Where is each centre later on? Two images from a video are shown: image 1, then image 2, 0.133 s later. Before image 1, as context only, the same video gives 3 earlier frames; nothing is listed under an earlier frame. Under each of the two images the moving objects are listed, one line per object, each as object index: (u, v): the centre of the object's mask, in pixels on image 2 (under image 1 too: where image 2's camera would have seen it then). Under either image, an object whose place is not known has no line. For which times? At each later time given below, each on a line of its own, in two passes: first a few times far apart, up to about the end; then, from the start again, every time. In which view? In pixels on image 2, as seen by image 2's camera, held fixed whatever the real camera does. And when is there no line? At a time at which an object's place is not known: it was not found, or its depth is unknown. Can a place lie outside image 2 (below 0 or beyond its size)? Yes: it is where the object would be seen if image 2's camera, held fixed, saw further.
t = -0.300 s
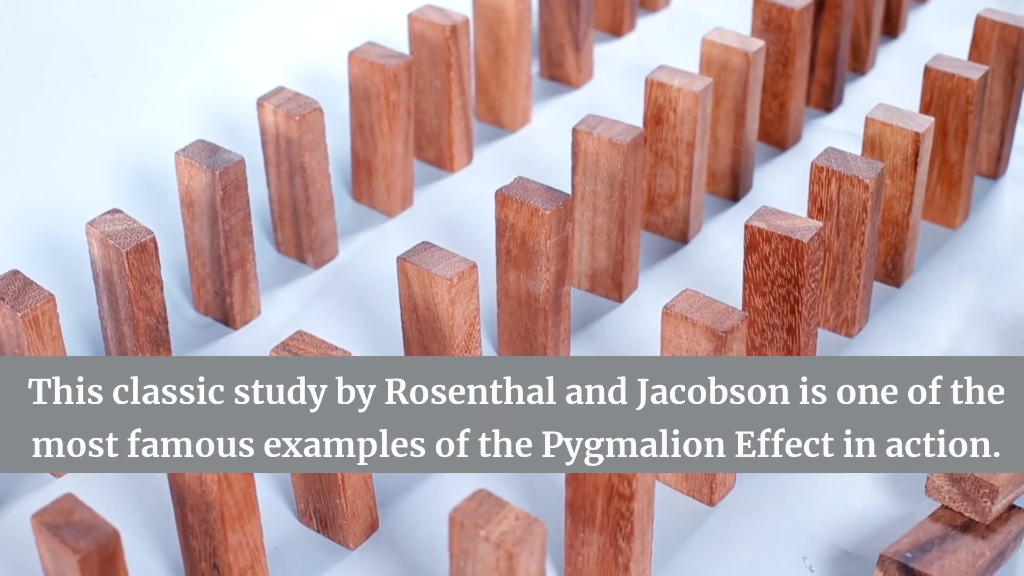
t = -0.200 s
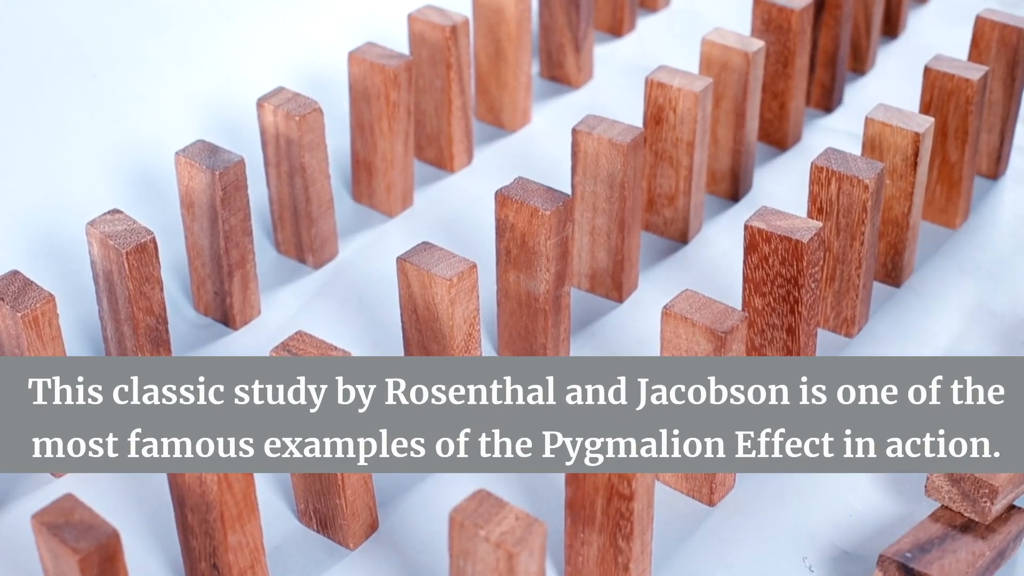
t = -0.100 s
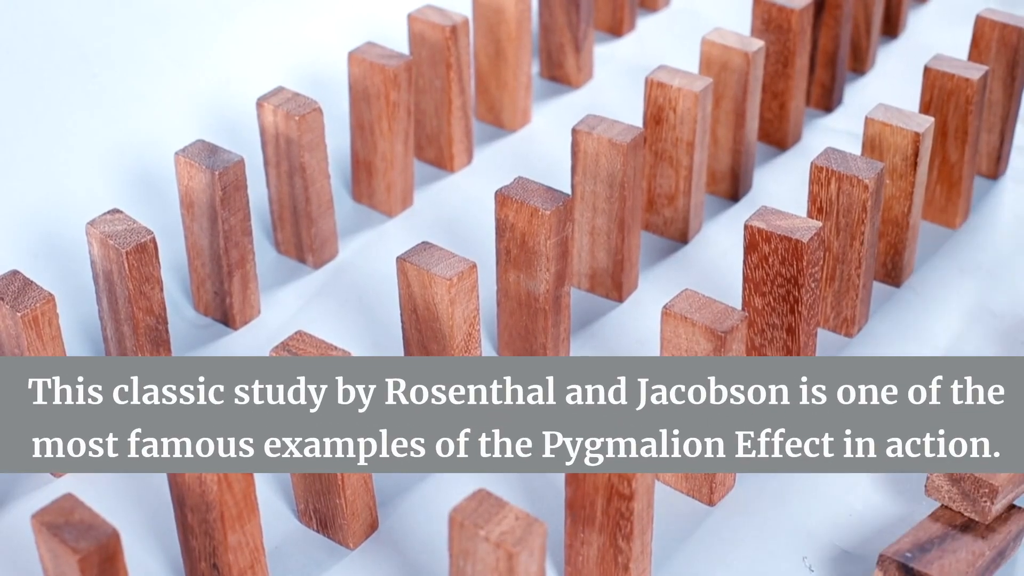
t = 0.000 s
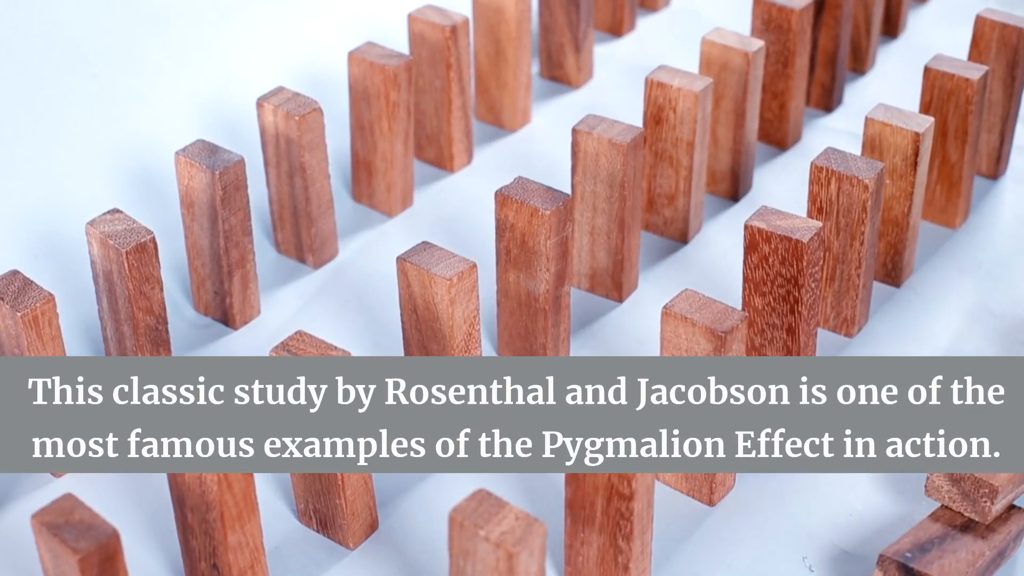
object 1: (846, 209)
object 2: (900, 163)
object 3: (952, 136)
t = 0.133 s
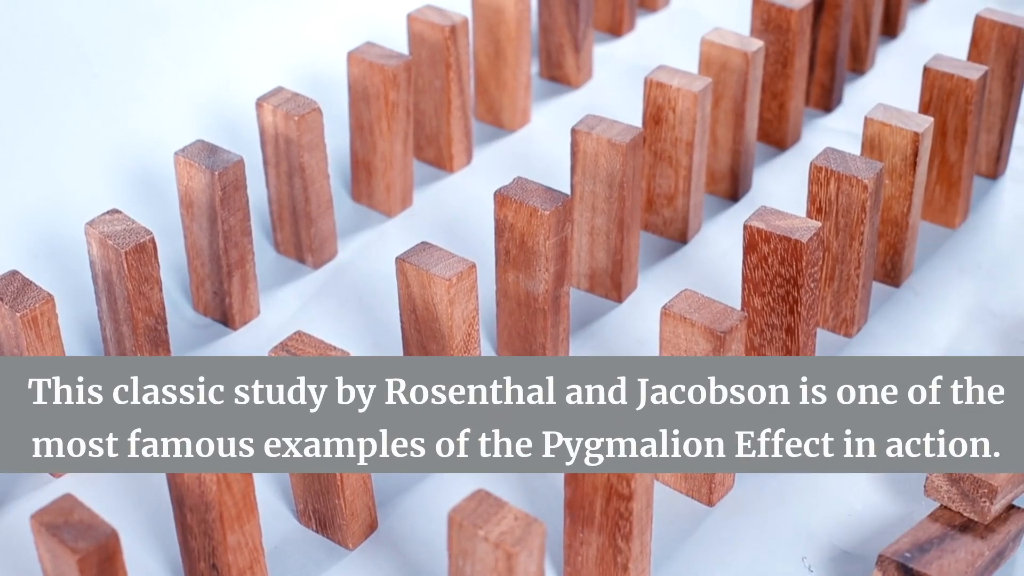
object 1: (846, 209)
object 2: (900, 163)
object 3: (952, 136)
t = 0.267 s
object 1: (846, 204)
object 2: (900, 160)
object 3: (952, 136)
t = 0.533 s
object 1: (846, 203)
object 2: (900, 159)
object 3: (952, 136)
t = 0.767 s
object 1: (879, 203)
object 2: (921, 142)
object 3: (956, 134)
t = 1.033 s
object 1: (891, 217)
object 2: (944, 188)
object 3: (996, 123)
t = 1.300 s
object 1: (891, 217)
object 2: (943, 188)
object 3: (995, 123)
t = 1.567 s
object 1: (891, 216)
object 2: (943, 187)
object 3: (996, 122)
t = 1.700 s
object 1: (892, 217)
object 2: (944, 188)
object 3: (996, 123)
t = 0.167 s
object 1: (846, 210)
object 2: (900, 160)
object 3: (952, 136)
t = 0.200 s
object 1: (846, 204)
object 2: (899, 163)
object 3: (952, 136)
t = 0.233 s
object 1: (846, 204)
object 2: (899, 163)
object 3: (952, 136)
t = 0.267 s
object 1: (846, 204)
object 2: (900, 160)
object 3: (952, 136)
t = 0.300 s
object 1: (846, 204)
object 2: (900, 159)
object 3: (952, 136)
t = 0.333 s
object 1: (845, 204)
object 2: (900, 163)
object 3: (952, 136)
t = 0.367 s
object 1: (846, 204)
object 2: (900, 163)
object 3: (952, 136)
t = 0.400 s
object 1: (846, 204)
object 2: (900, 163)
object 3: (952, 136)
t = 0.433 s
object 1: (846, 204)
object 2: (900, 163)
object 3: (952, 136)
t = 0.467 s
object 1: (846, 204)
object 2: (900, 163)
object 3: (952, 136)
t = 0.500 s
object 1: (846, 204)
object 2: (900, 159)
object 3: (952, 136)
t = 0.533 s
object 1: (846, 203)
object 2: (900, 159)
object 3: (952, 136)
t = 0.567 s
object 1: (846, 203)
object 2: (900, 159)
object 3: (952, 136)
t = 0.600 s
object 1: (846, 203)
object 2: (900, 159)
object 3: (951, 136)
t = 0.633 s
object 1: (850, 200)
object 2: (900, 160)
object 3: (952, 136)
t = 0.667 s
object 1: (854, 194)
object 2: (900, 159)
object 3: (952, 136)
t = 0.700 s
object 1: (866, 188)
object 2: (904, 157)
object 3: (952, 136)
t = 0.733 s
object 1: (872, 209)
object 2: (913, 154)
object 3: (953, 135)
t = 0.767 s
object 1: (879, 203)
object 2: (921, 142)
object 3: (956, 134)
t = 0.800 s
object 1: (885, 205)
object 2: (931, 159)
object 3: (961, 133)
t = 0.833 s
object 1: (888, 208)
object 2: (935, 161)
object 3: (976, 111)
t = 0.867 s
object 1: (889, 212)
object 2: (938, 169)
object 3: (980, 103)
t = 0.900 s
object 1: (890, 216)
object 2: (940, 176)
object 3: (987, 107)
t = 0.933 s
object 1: (891, 216)
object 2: (942, 183)
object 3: (991, 119)
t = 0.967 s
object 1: (891, 217)
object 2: (943, 185)
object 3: (993, 119)
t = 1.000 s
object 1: (891, 217)
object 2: (943, 187)
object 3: (995, 122)
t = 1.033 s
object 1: (891, 217)
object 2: (944, 188)
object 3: (996, 123)
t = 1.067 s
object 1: (891, 217)
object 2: (943, 188)
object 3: (996, 123)
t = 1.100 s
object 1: (891, 217)
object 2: (943, 188)
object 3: (996, 123)
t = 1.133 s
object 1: (891, 217)
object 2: (943, 188)
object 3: (996, 123)
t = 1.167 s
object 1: (891, 217)
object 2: (943, 188)
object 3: (996, 123)
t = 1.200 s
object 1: (891, 217)
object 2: (943, 188)
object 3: (995, 123)
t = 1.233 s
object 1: (891, 216)
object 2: (943, 188)
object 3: (995, 123)
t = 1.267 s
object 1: (891, 216)
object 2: (943, 188)
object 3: (995, 123)
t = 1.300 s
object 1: (891, 217)
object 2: (943, 188)
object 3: (995, 123)
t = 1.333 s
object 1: (891, 217)
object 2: (943, 188)
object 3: (995, 123)
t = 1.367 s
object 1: (891, 217)
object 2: (943, 188)
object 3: (996, 123)
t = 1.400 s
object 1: (891, 217)
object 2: (943, 188)
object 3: (996, 123)
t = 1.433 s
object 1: (891, 217)
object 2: (943, 188)
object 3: (996, 123)
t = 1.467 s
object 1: (891, 217)
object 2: (943, 188)
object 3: (996, 123)
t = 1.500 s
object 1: (891, 216)
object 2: (943, 187)
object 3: (996, 123)
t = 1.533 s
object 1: (891, 216)
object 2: (943, 187)
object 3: (996, 122)
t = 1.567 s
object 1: (891, 216)
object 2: (943, 187)
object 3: (996, 122)
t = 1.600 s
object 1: (891, 216)
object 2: (943, 188)
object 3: (996, 123)
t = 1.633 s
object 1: (891, 216)
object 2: (944, 188)
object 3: (996, 123)
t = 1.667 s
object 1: (891, 217)
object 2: (944, 188)
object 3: (996, 123)
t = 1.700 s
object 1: (892, 217)
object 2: (944, 188)
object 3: (996, 123)
